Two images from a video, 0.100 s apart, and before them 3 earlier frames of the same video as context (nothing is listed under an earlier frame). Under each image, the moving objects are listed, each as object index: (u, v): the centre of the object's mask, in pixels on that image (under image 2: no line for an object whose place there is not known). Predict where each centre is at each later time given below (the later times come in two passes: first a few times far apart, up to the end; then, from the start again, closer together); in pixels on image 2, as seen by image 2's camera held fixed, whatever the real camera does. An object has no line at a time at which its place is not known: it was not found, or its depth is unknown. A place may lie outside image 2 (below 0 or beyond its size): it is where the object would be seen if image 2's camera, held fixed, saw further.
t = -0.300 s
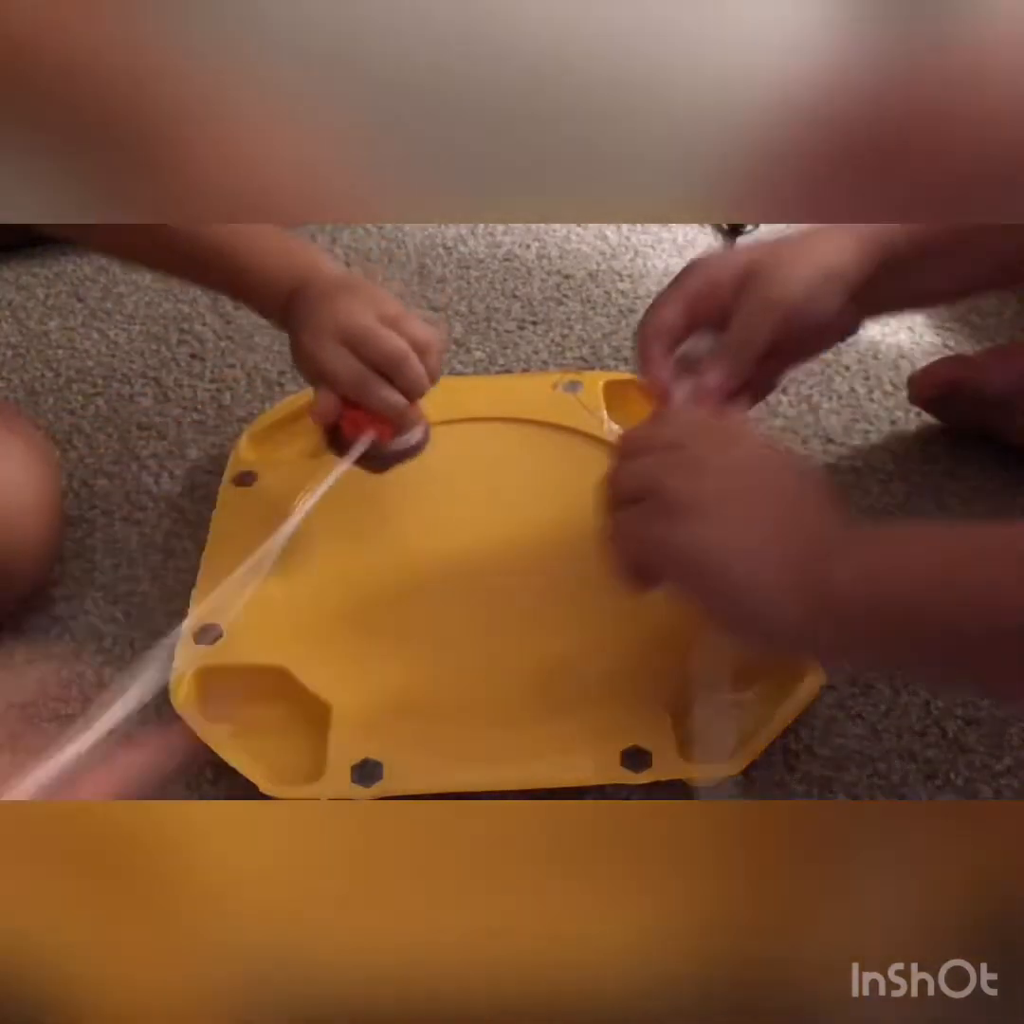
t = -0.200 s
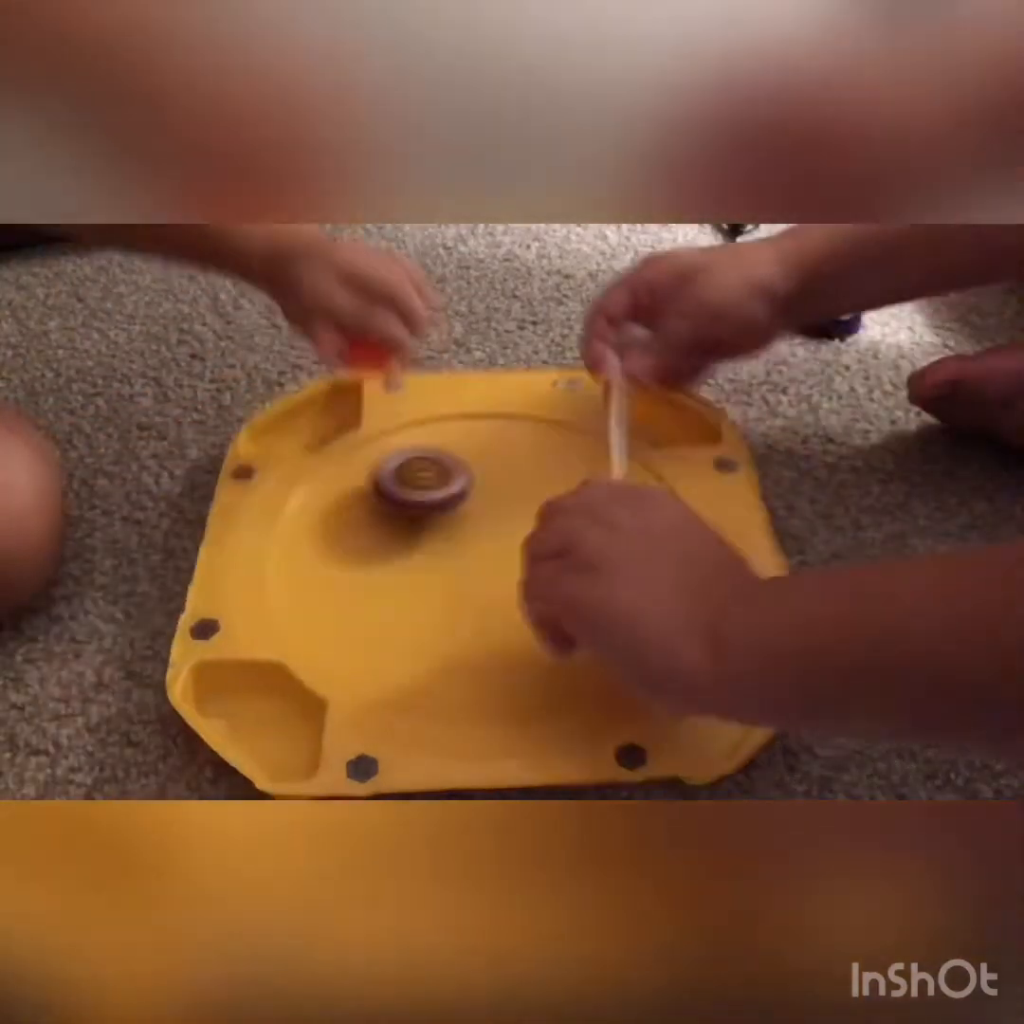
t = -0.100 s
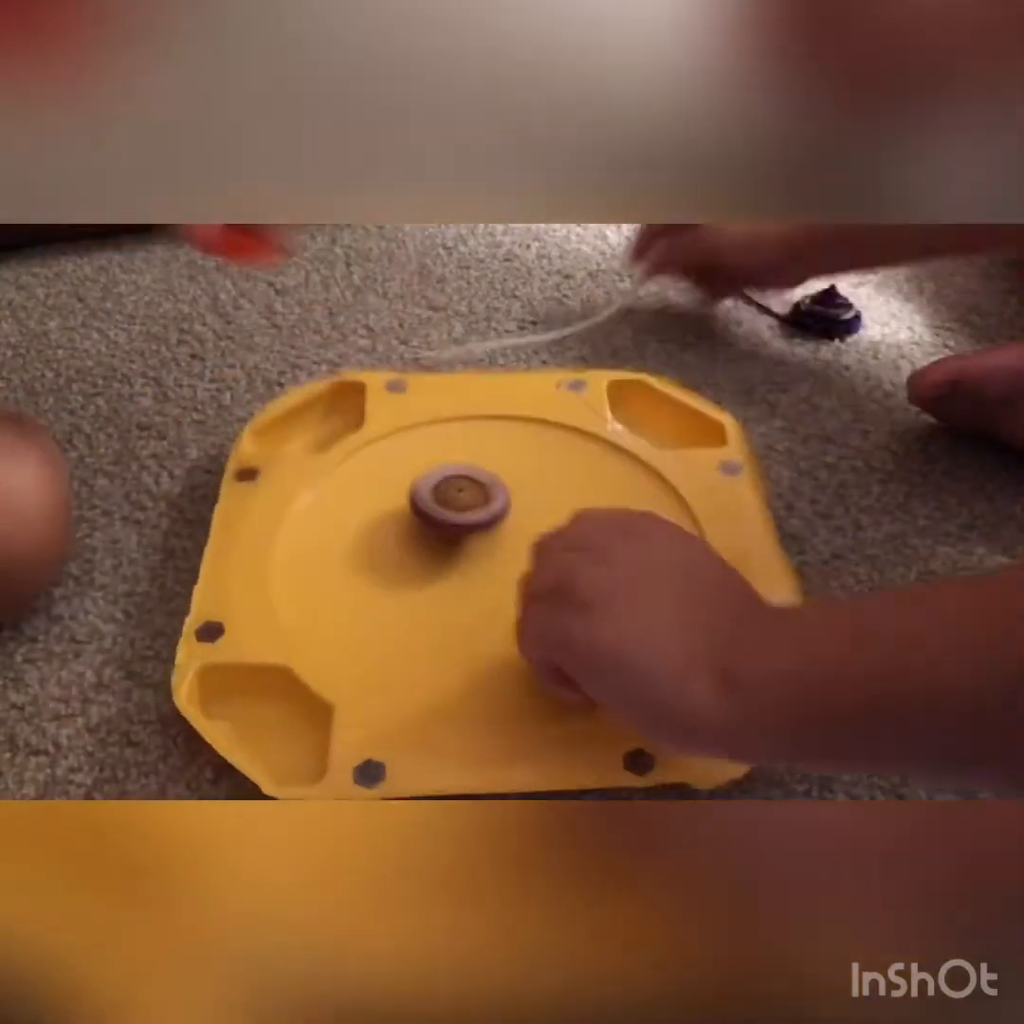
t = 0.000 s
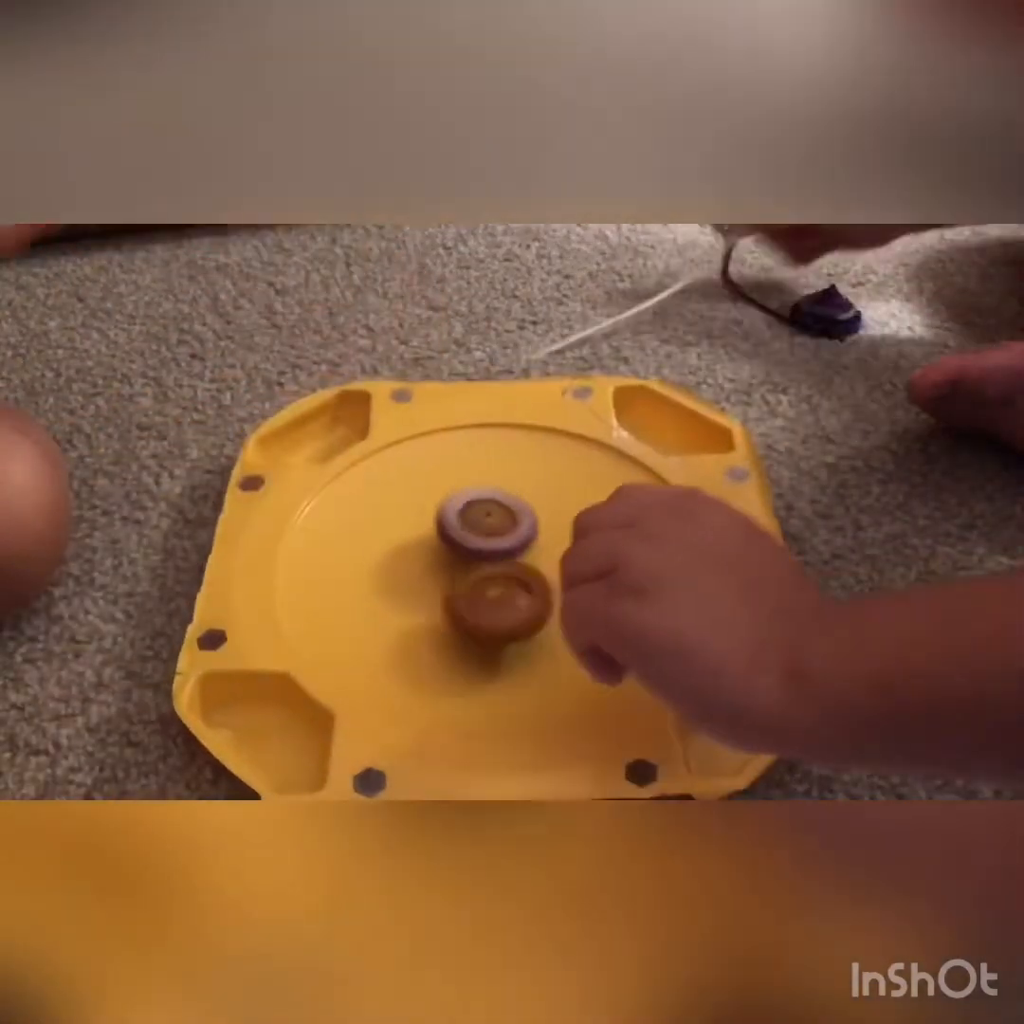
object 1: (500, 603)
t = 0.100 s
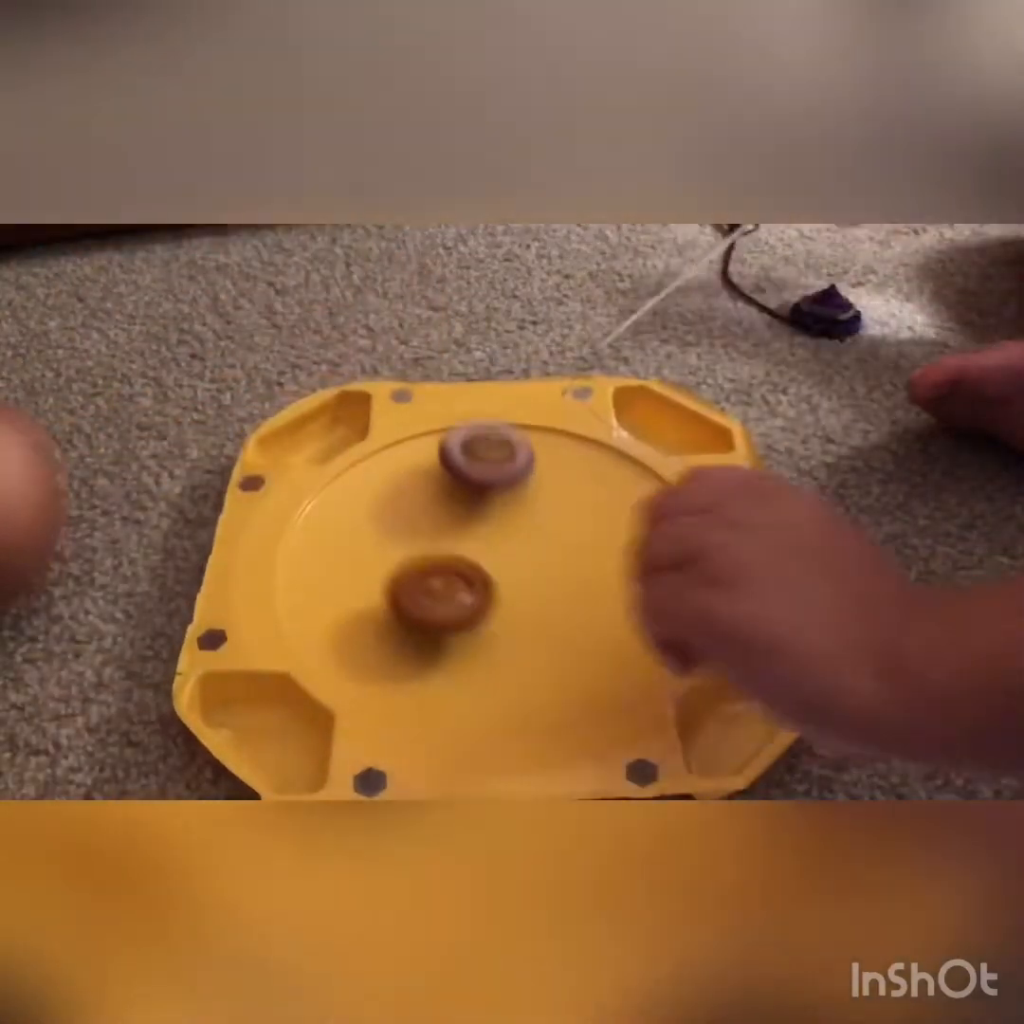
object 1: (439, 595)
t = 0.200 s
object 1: (445, 544)
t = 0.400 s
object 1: (550, 575)
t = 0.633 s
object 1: (454, 605)
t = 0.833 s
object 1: (416, 611)
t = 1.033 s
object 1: (515, 586)
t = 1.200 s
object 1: (513, 641)
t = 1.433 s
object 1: (479, 604)
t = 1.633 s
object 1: (506, 586)
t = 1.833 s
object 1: (551, 580)
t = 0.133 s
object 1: (428, 578)
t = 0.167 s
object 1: (430, 560)
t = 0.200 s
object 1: (445, 544)
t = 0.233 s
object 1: (468, 532)
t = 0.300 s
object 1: (516, 530)
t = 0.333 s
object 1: (536, 540)
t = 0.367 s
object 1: (550, 556)
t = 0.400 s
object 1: (550, 575)
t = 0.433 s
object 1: (535, 593)
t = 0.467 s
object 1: (510, 603)
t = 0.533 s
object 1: (453, 594)
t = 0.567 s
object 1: (444, 585)
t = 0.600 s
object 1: (451, 595)
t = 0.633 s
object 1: (454, 605)
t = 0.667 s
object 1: (451, 616)
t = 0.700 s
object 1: (442, 623)
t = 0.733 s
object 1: (431, 626)
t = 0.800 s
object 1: (417, 618)
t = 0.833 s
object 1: (416, 611)
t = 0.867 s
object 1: (420, 602)
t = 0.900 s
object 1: (431, 593)
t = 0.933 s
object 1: (448, 586)
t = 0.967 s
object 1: (471, 581)
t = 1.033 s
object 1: (515, 586)
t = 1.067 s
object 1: (534, 595)
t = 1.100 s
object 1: (544, 608)
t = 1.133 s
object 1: (544, 622)
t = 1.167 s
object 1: (532, 635)
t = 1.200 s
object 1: (513, 641)
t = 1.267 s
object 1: (480, 628)
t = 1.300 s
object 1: (474, 611)
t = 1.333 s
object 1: (476, 605)
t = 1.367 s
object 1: (478, 605)
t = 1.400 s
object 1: (479, 605)
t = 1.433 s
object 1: (479, 604)
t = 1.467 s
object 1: (480, 603)
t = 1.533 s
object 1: (485, 597)
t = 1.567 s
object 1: (491, 592)
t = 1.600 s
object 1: (498, 589)
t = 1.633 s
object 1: (506, 586)
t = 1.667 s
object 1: (515, 583)
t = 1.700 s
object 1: (525, 581)
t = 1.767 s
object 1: (540, 580)
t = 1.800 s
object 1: (546, 580)
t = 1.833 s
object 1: (551, 580)
